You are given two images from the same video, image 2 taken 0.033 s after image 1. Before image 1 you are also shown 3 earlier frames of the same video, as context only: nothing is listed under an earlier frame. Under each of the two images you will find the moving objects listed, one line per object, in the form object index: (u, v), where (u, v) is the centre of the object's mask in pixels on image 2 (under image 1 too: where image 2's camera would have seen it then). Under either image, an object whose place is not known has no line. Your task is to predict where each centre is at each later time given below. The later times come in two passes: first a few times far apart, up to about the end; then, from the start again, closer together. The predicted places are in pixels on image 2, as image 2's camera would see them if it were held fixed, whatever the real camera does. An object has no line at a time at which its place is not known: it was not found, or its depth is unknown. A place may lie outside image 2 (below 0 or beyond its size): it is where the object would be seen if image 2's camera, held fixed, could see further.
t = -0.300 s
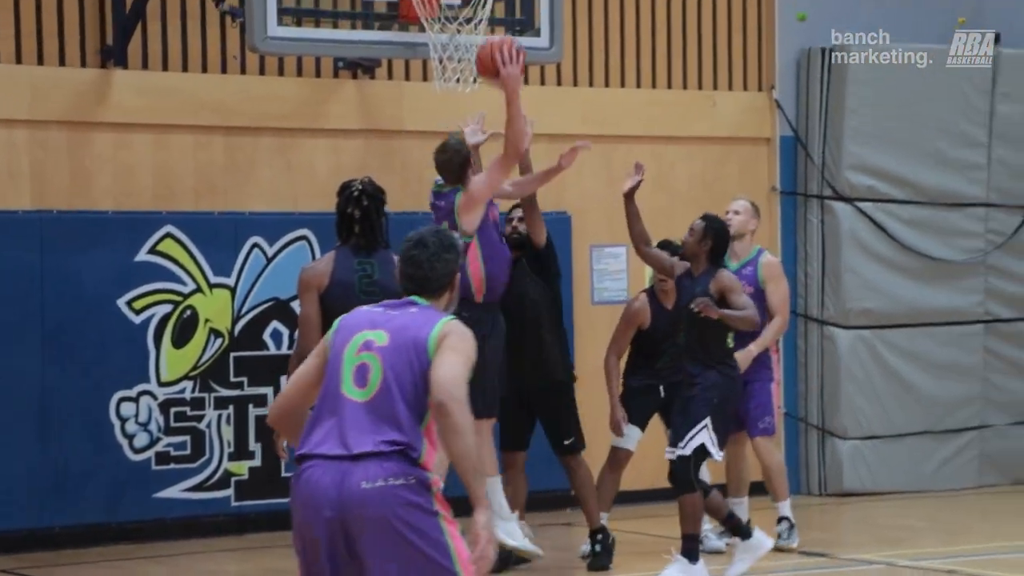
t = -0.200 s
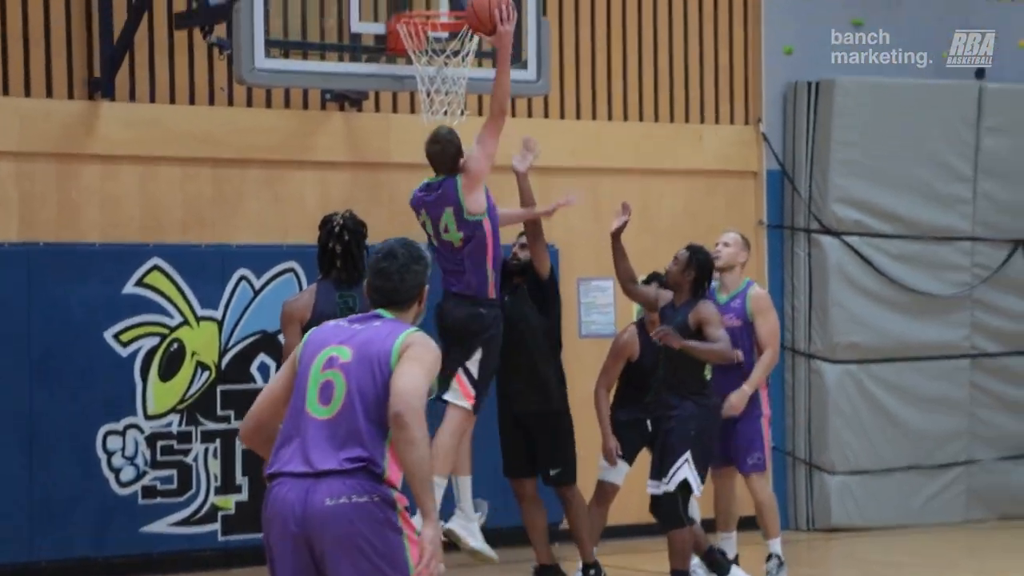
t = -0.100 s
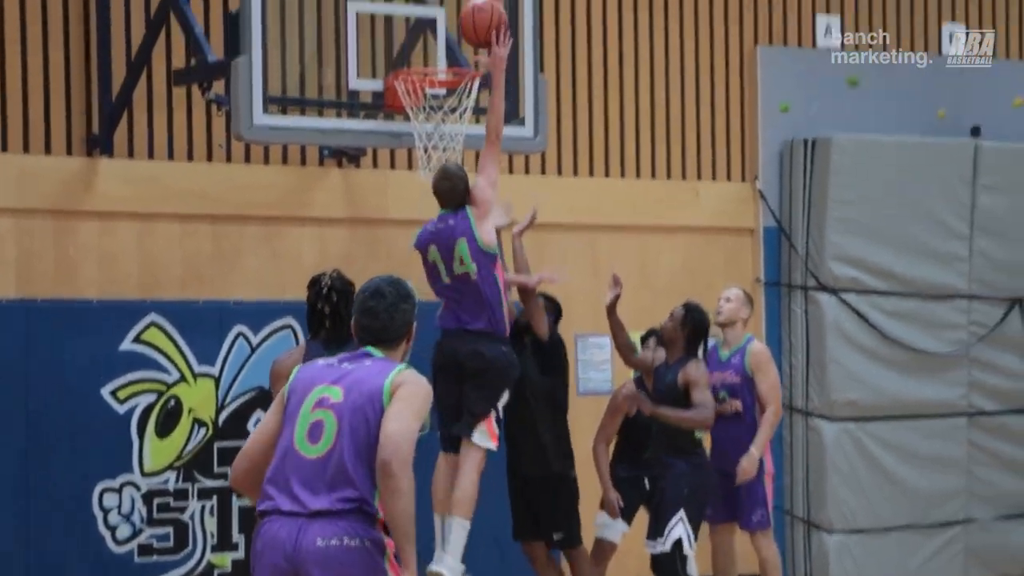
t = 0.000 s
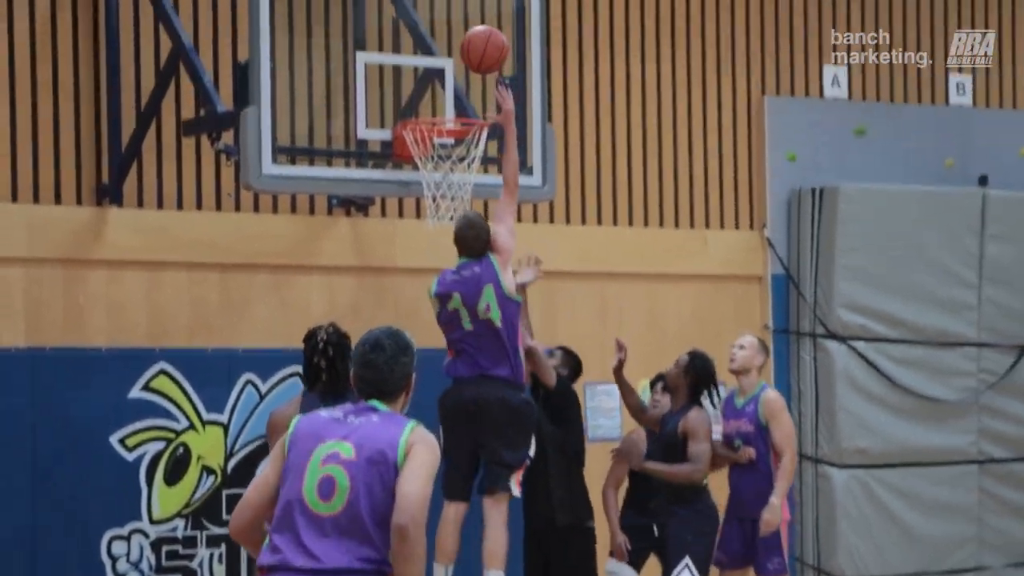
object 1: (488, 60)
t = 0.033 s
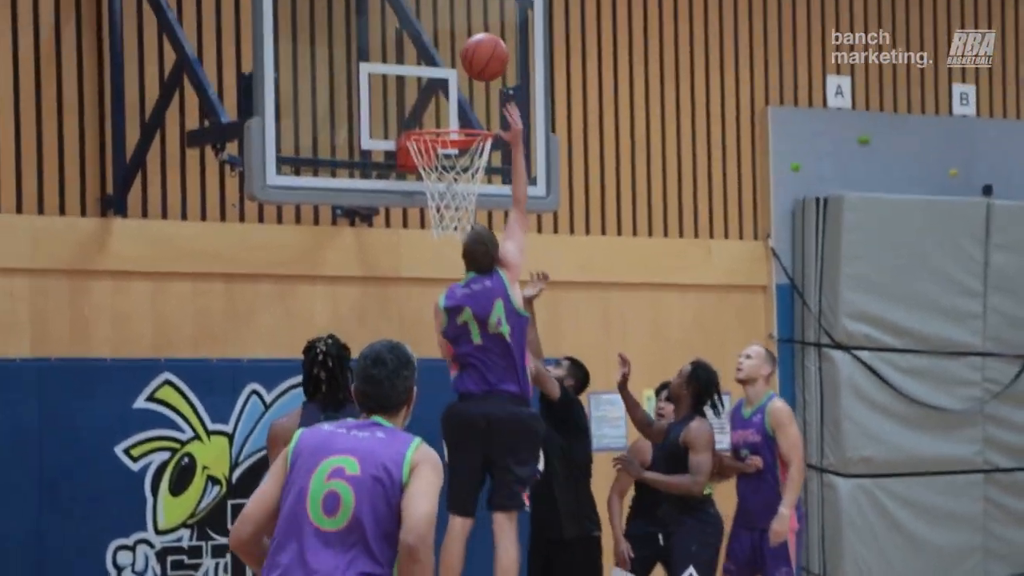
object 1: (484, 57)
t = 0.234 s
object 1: (473, 83)
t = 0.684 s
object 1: (419, 292)
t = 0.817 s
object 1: (400, 401)
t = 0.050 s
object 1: (484, 56)
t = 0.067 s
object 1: (482, 56)
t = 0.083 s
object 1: (482, 56)
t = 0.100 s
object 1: (481, 57)
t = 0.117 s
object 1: (480, 59)
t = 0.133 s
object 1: (479, 61)
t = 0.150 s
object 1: (478, 63)
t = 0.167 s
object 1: (476, 66)
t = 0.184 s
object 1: (476, 69)
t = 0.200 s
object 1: (475, 73)
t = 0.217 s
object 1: (474, 78)
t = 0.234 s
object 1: (473, 83)
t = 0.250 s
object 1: (473, 88)
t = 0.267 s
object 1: (472, 94)
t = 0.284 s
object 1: (471, 100)
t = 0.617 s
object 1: (428, 250)
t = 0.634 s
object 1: (426, 260)
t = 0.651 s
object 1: (423, 270)
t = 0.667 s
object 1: (421, 281)
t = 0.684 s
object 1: (419, 292)
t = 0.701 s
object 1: (416, 305)
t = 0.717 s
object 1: (414, 317)
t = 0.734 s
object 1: (412, 330)
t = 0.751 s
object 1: (409, 342)
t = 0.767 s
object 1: (406, 356)
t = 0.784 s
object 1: (404, 371)
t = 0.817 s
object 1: (400, 401)
